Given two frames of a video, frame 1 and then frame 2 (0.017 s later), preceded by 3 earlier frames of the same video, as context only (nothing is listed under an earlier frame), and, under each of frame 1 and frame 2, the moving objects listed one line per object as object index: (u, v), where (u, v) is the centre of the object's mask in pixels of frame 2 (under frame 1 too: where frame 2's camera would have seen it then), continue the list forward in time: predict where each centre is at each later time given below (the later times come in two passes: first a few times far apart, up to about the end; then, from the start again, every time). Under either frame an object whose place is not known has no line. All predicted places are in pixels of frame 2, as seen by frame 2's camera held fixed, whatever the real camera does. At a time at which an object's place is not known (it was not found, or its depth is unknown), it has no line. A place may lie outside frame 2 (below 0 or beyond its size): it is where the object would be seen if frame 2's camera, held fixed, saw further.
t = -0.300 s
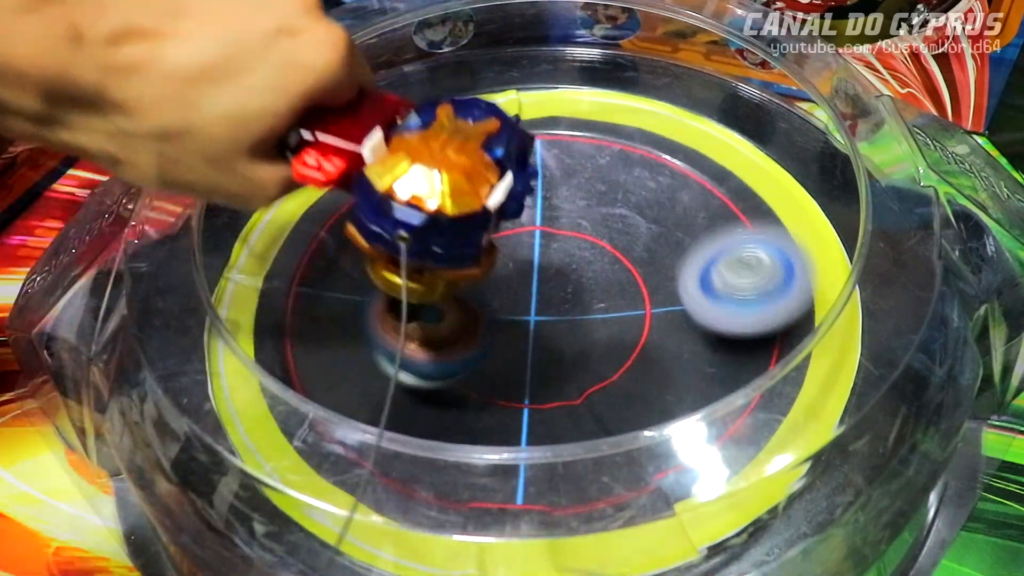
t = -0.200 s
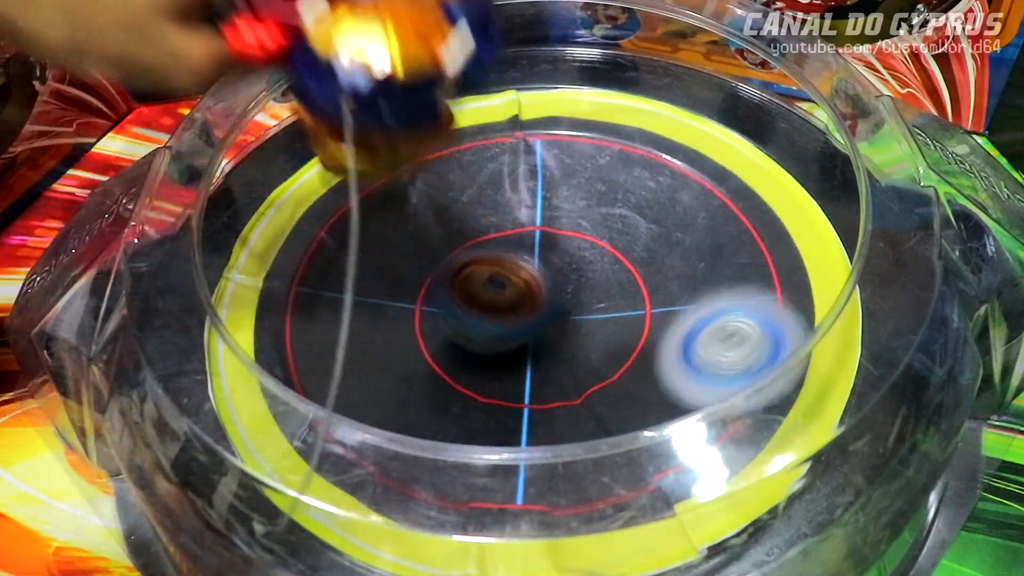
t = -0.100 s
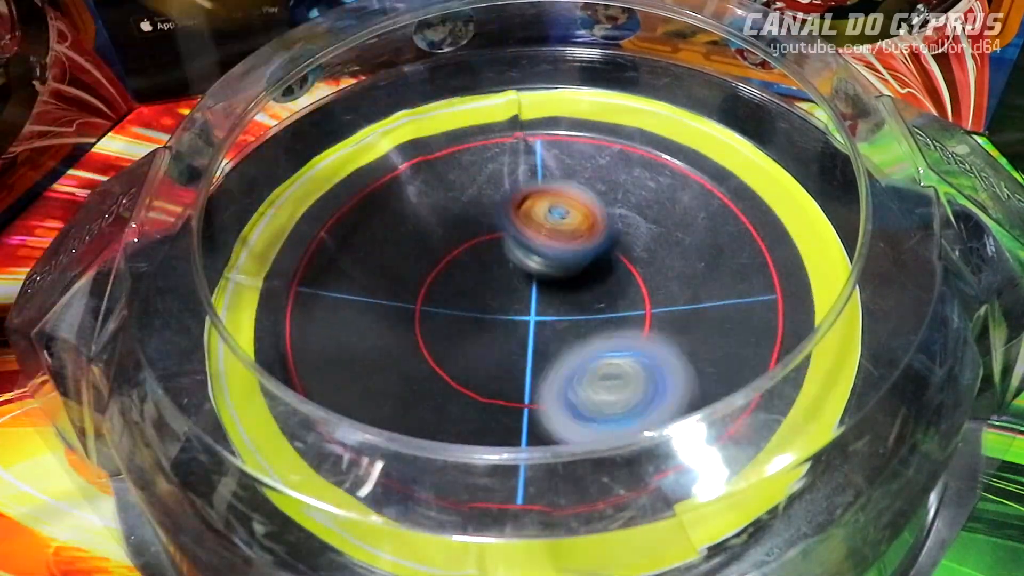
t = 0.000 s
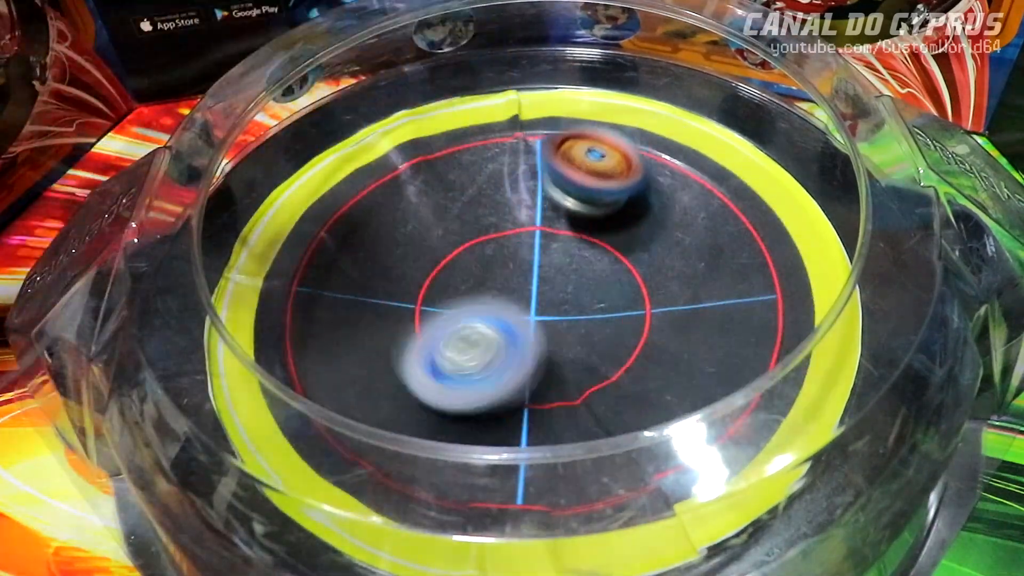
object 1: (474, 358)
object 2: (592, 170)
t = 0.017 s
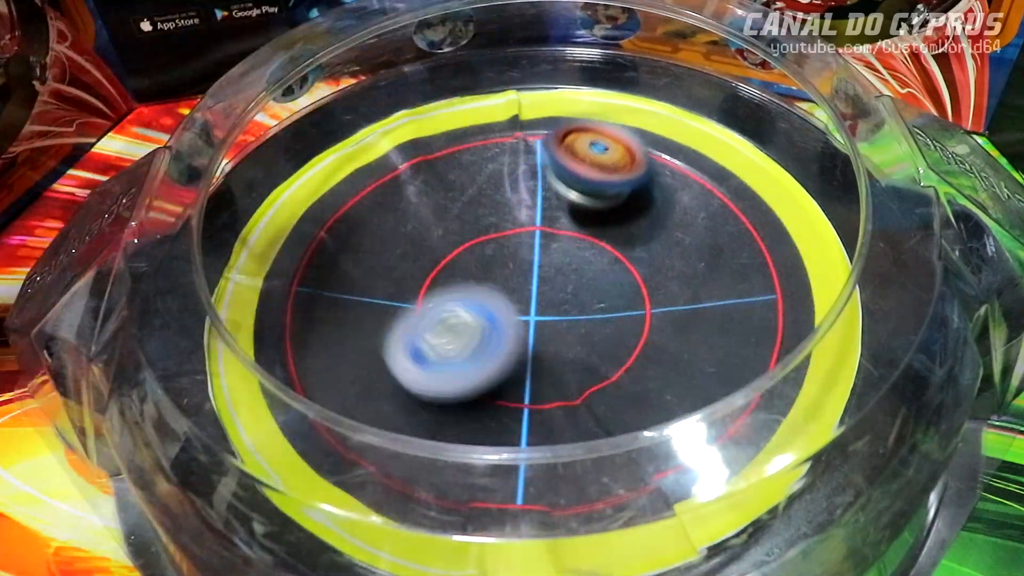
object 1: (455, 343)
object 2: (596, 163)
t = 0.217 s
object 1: (412, 161)
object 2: (577, 155)
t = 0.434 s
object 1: (543, 50)
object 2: (468, 270)
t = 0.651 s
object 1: (622, 54)
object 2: (497, 332)
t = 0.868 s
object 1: (639, 58)
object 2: (640, 230)
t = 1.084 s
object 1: (660, 84)
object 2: (594, 155)
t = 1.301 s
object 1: (693, 124)
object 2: (384, 230)
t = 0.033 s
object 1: (440, 329)
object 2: (598, 158)
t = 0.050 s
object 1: (428, 312)
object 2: (601, 153)
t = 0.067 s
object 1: (416, 297)
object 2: (601, 149)
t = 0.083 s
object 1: (408, 279)
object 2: (601, 146)
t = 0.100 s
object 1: (402, 262)
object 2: (601, 144)
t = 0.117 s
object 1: (398, 245)
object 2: (600, 143)
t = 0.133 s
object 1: (397, 230)
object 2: (598, 142)
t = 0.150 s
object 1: (396, 215)
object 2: (595, 143)
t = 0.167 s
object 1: (398, 199)
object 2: (592, 145)
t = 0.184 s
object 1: (403, 187)
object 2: (588, 147)
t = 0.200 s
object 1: (407, 175)
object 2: (583, 151)
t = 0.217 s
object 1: (412, 161)
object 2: (577, 155)
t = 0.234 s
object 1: (420, 148)
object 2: (571, 159)
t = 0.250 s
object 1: (429, 136)
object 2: (565, 165)
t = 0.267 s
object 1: (439, 124)
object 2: (558, 172)
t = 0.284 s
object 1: (451, 114)
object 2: (549, 179)
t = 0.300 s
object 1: (463, 106)
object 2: (541, 187)
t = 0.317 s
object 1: (476, 99)
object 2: (532, 197)
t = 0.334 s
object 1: (489, 94)
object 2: (523, 206)
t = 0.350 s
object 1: (500, 86)
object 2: (515, 216)
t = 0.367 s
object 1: (510, 79)
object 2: (505, 229)
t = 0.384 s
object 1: (518, 72)
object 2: (495, 239)
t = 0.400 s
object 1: (526, 64)
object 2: (486, 250)
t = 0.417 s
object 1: (534, 56)
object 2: (477, 260)
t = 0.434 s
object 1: (543, 50)
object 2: (468, 270)
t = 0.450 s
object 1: (552, 49)
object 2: (460, 280)
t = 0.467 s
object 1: (562, 50)
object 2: (453, 289)
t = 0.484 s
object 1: (569, 48)
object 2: (447, 296)
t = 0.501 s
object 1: (577, 49)
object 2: (443, 304)
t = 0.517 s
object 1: (585, 51)
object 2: (441, 310)
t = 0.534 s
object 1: (590, 53)
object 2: (441, 316)
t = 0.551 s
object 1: (596, 53)
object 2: (443, 321)
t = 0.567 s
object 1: (602, 53)
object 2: (448, 325)
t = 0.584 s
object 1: (607, 53)
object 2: (454, 329)
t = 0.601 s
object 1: (611, 53)
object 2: (463, 331)
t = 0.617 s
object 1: (616, 53)
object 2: (472, 332)
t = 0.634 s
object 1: (619, 54)
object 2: (483, 332)
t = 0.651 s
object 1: (622, 54)
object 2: (497, 332)
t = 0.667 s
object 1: (625, 55)
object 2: (511, 328)
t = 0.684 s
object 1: (628, 55)
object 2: (525, 326)
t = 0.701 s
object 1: (629, 55)
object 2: (540, 318)
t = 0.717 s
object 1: (630, 56)
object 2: (555, 312)
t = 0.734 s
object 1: (632, 56)
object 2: (569, 307)
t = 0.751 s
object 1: (633, 56)
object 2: (582, 295)
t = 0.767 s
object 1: (634, 56)
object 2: (595, 287)
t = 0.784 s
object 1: (634, 57)
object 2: (604, 280)
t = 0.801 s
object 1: (636, 57)
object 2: (614, 267)
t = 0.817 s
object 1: (637, 57)
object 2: (622, 260)
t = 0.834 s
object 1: (637, 58)
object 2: (629, 250)
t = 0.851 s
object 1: (638, 57)
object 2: (635, 240)
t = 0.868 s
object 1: (639, 58)
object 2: (640, 230)
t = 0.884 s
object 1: (640, 58)
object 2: (643, 220)
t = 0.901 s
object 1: (640, 58)
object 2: (644, 211)
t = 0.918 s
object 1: (641, 58)
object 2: (644, 203)
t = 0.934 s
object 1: (642, 59)
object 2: (644, 195)
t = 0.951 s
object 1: (643, 60)
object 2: (642, 188)
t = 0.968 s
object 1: (644, 60)
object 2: (639, 181)
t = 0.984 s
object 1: (644, 62)
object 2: (635, 176)
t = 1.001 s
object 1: (646, 63)
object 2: (631, 171)
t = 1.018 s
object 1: (648, 65)
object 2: (625, 166)
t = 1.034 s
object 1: (651, 68)
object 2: (619, 162)
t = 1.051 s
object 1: (653, 72)
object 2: (611, 159)
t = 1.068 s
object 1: (656, 78)
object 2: (603, 156)
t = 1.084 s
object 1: (660, 84)
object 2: (594, 155)
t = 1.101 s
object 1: (666, 88)
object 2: (580, 156)
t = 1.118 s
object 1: (671, 91)
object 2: (565, 160)
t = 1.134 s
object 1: (676, 93)
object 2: (550, 164)
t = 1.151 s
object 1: (680, 95)
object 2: (533, 169)
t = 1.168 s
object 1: (683, 98)
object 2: (516, 174)
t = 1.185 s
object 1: (685, 101)
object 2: (500, 180)
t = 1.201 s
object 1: (688, 104)
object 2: (483, 186)
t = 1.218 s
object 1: (689, 107)
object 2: (466, 193)
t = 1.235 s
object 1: (690, 110)
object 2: (450, 200)
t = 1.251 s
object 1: (691, 114)
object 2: (433, 207)
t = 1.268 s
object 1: (692, 117)
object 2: (415, 214)
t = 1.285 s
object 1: (693, 120)
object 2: (398, 221)
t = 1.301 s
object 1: (693, 124)
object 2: (384, 230)
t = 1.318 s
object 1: (693, 128)
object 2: (372, 238)
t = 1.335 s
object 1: (693, 133)
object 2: (359, 247)
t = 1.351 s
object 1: (694, 140)
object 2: (350, 257)
